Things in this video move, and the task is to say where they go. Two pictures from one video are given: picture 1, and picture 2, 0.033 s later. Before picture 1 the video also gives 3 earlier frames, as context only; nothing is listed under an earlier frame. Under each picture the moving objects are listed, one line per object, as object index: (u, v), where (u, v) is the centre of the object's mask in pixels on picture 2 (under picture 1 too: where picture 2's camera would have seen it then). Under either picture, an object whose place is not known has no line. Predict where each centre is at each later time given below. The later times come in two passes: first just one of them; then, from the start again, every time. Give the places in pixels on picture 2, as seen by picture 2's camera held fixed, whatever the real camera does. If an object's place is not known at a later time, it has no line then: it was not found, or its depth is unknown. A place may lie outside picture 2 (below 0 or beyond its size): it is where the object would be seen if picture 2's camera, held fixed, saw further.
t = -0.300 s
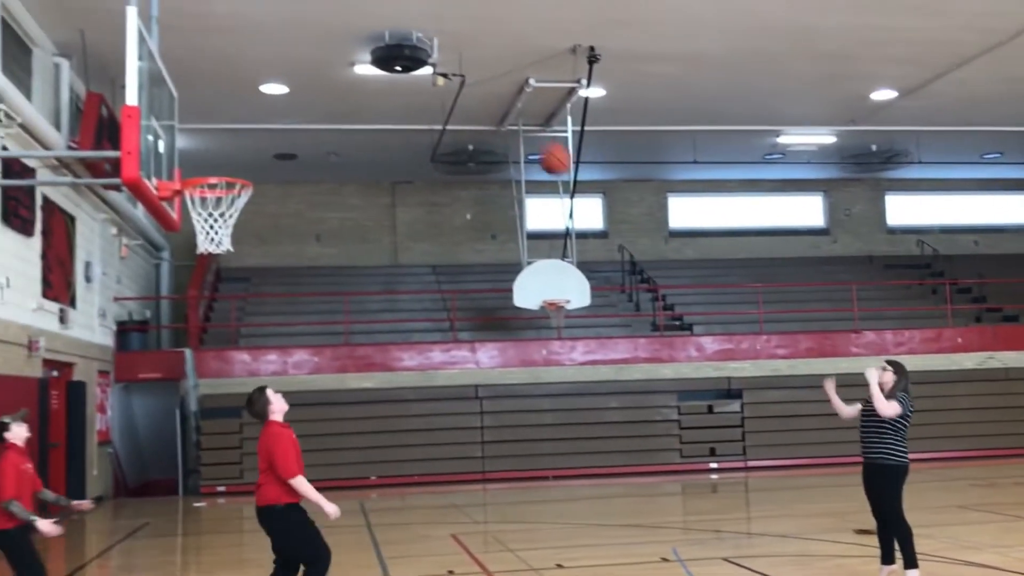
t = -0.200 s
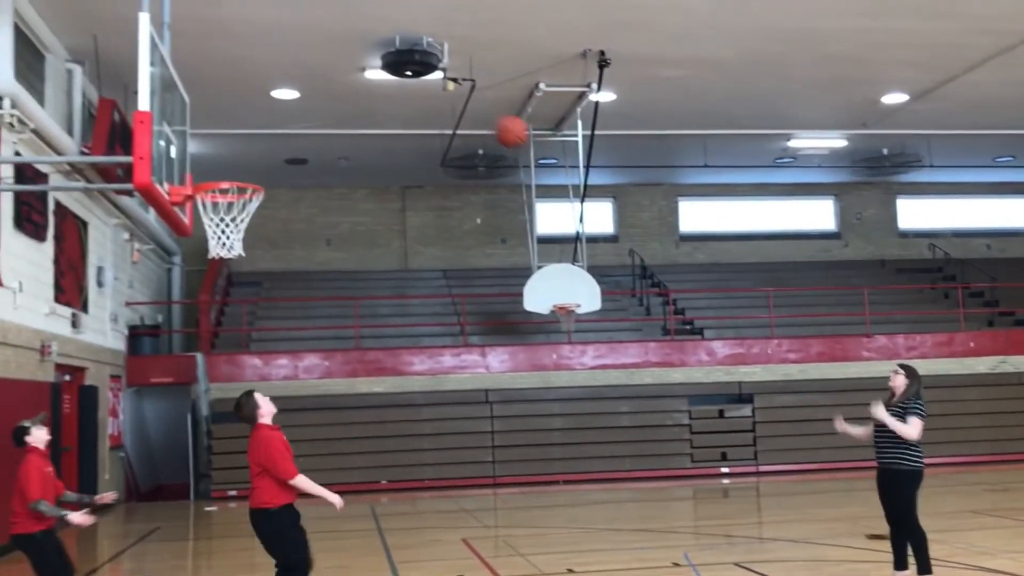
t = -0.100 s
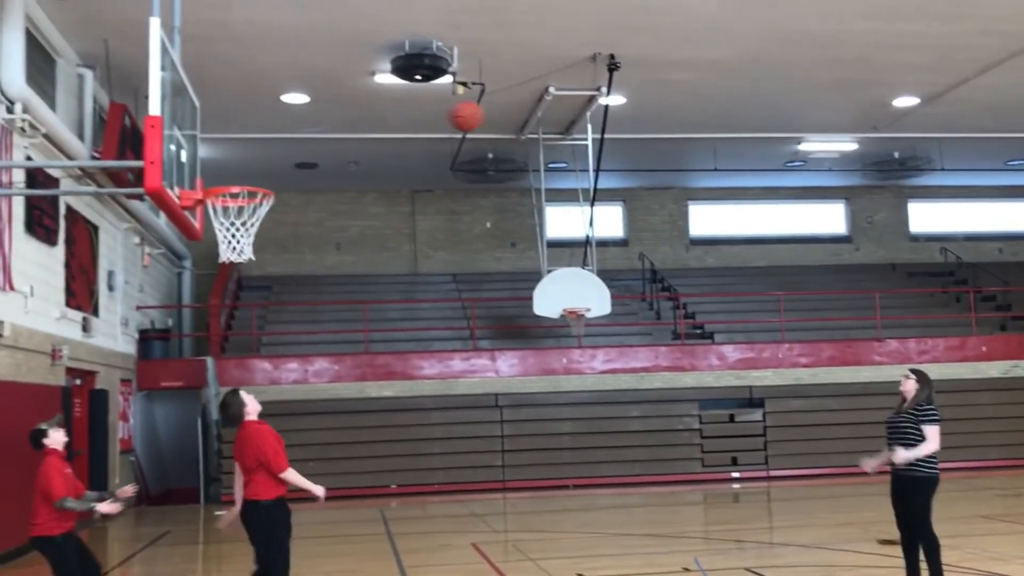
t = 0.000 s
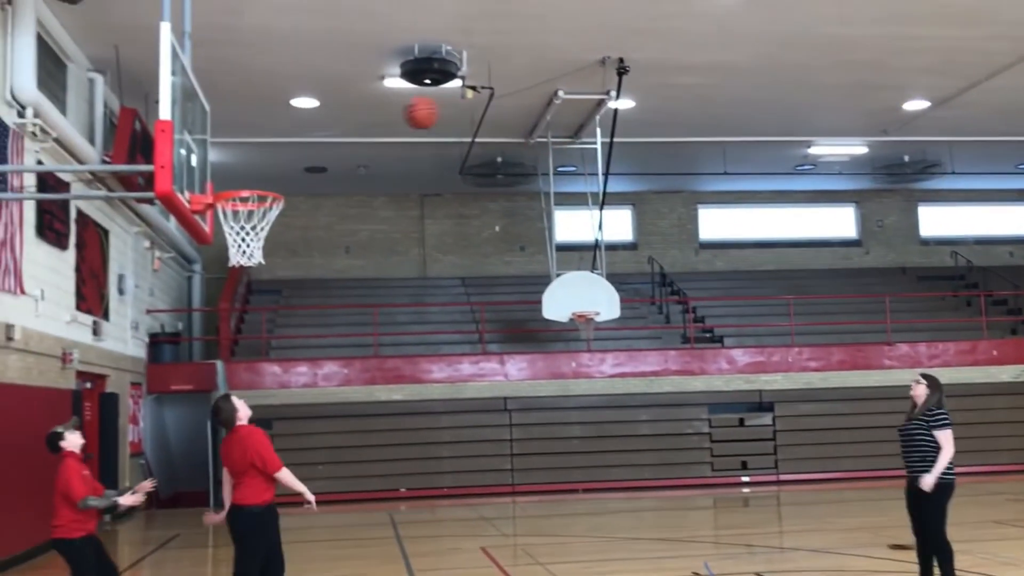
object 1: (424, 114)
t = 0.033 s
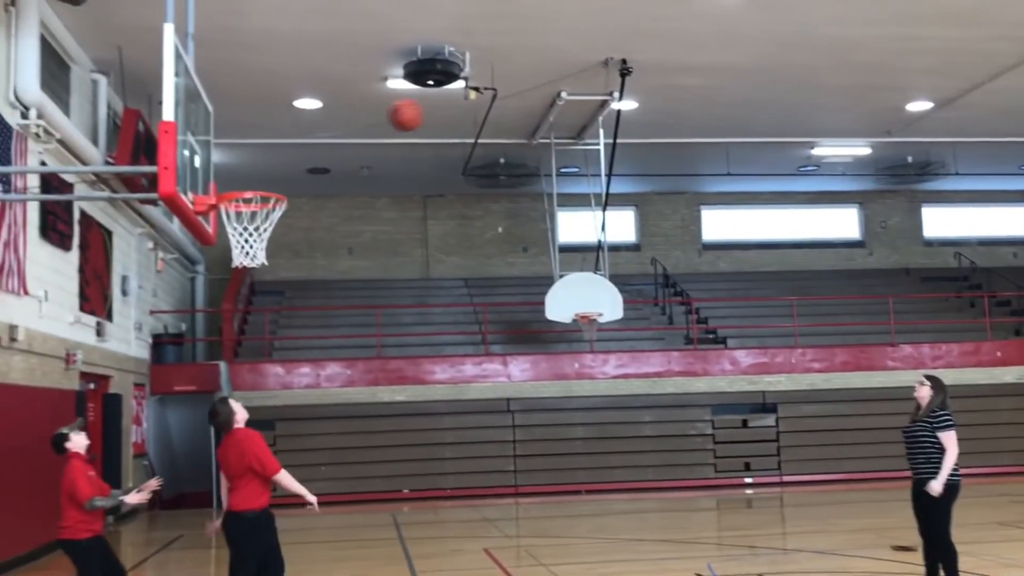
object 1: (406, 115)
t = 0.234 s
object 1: (298, 148)
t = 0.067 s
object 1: (388, 117)
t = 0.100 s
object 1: (370, 120)
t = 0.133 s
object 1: (351, 124)
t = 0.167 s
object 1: (333, 131)
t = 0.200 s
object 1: (316, 139)
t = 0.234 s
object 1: (298, 148)
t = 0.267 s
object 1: (280, 160)
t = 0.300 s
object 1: (262, 171)
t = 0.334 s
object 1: (241, 179)
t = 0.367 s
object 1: (229, 178)
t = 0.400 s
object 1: (221, 164)
